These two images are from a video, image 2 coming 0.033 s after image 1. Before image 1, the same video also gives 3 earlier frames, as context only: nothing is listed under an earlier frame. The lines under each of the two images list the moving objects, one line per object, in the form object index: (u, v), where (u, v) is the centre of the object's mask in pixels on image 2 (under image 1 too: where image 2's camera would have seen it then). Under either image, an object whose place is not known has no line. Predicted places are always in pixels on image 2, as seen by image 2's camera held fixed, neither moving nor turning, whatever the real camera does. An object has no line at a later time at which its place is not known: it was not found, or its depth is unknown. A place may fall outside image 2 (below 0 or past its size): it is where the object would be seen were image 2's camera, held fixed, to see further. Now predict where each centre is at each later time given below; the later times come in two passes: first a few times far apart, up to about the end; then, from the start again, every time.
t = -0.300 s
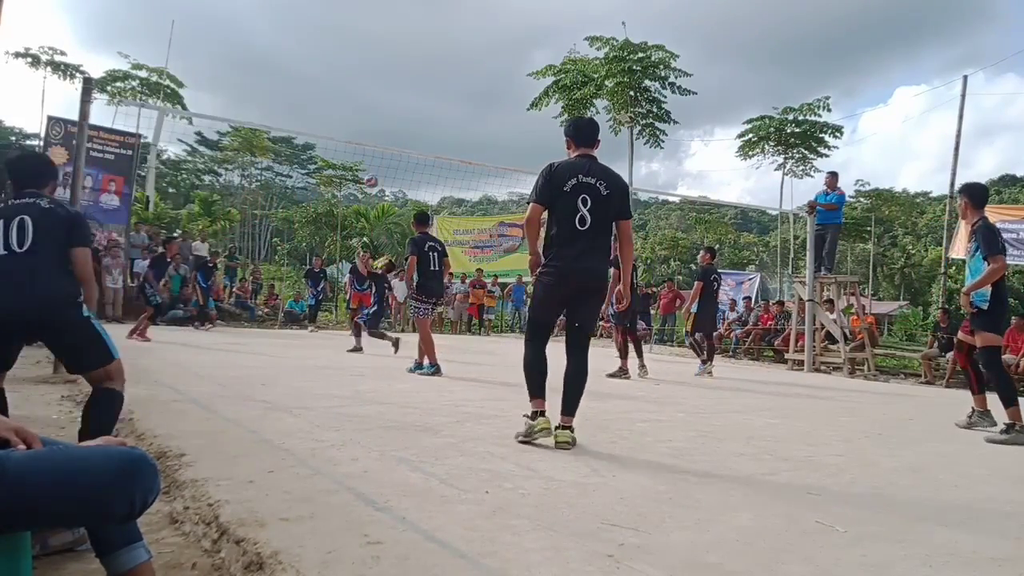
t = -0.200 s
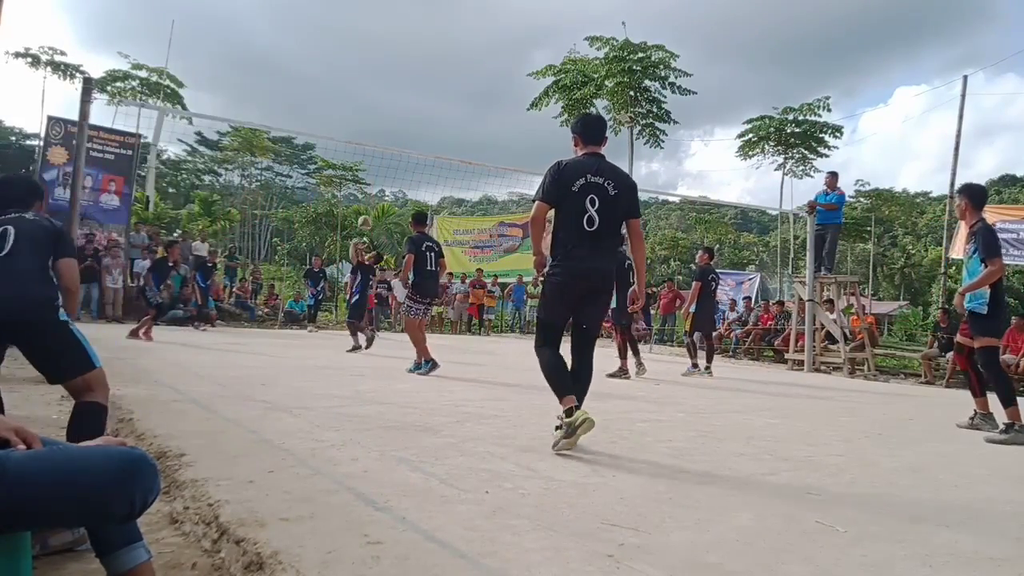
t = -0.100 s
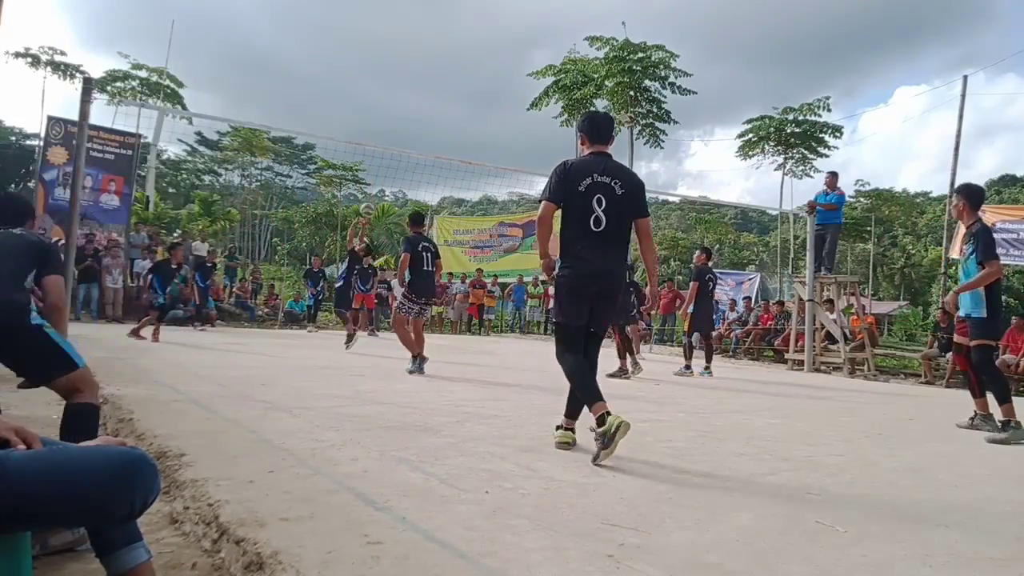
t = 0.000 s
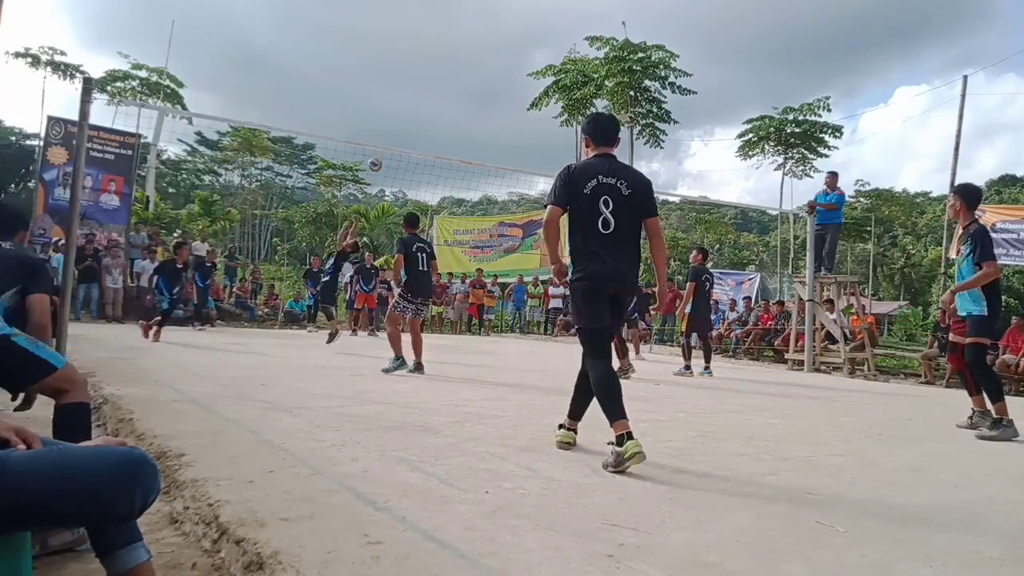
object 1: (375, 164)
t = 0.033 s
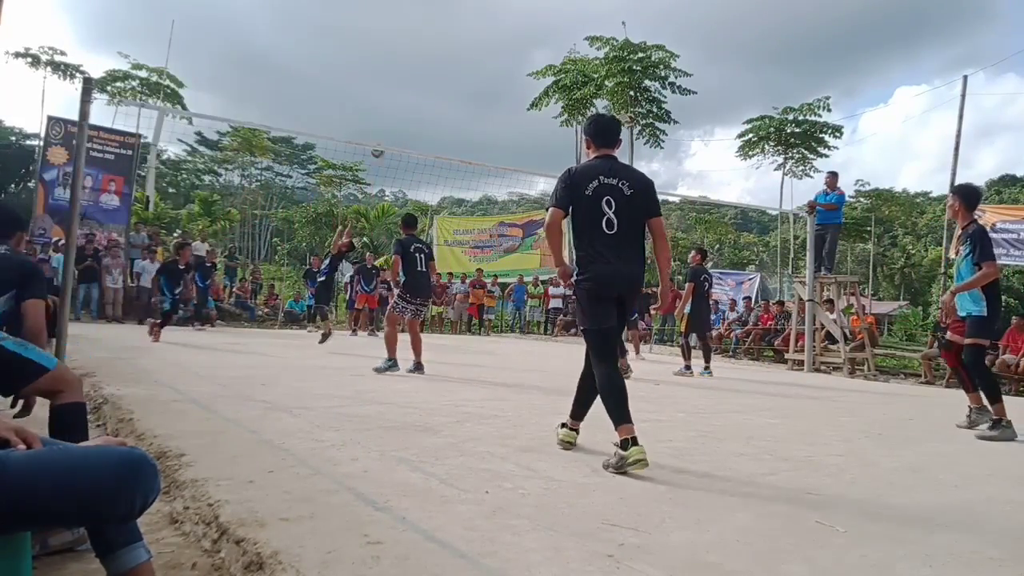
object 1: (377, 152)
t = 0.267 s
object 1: (391, 75)
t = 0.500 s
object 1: (403, 34)
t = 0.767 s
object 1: (414, 34)
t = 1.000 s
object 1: (423, 75)
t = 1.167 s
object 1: (427, 129)
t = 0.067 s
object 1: (380, 138)
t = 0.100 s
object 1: (382, 125)
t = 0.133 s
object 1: (384, 114)
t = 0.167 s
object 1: (385, 102)
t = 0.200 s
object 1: (388, 93)
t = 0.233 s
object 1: (390, 84)
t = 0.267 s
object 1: (391, 75)
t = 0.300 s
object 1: (393, 66)
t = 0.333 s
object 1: (395, 59)
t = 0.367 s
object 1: (396, 52)
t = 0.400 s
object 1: (398, 47)
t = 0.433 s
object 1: (400, 42)
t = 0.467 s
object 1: (402, 38)
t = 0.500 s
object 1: (403, 34)
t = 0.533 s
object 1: (405, 31)
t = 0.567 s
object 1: (406, 29)
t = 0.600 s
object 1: (408, 28)
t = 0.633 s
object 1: (409, 28)
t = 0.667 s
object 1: (410, 28)
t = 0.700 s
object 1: (412, 29)
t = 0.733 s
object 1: (413, 31)
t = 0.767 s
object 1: (414, 34)
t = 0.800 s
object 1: (416, 37)
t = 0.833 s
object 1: (417, 41)
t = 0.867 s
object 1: (418, 46)
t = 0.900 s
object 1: (419, 52)
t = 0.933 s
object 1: (420, 59)
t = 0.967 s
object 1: (421, 66)
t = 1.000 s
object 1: (423, 75)
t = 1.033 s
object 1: (424, 84)
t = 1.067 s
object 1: (425, 94)
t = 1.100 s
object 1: (425, 105)
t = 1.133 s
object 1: (426, 116)
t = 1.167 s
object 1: (427, 129)
